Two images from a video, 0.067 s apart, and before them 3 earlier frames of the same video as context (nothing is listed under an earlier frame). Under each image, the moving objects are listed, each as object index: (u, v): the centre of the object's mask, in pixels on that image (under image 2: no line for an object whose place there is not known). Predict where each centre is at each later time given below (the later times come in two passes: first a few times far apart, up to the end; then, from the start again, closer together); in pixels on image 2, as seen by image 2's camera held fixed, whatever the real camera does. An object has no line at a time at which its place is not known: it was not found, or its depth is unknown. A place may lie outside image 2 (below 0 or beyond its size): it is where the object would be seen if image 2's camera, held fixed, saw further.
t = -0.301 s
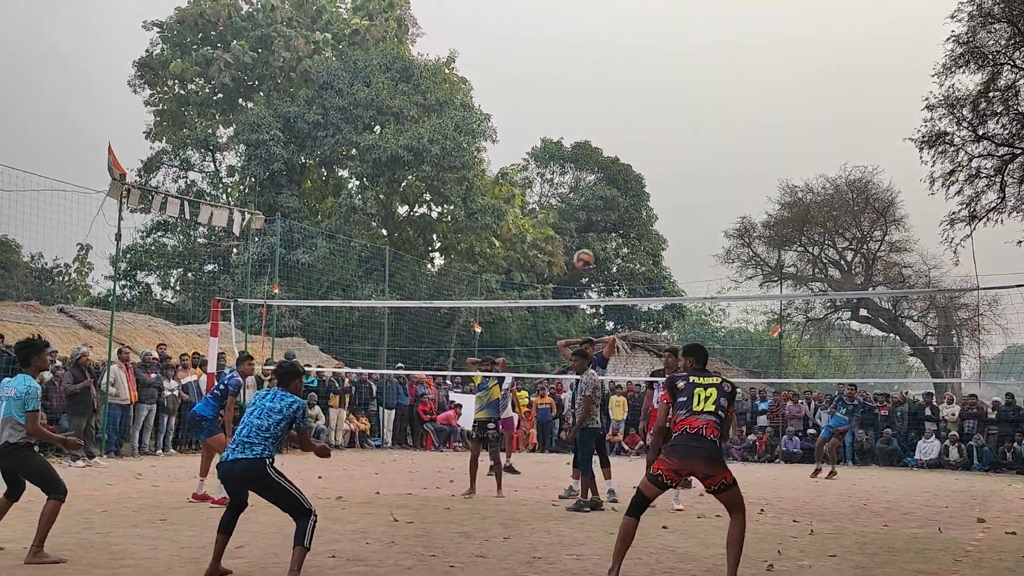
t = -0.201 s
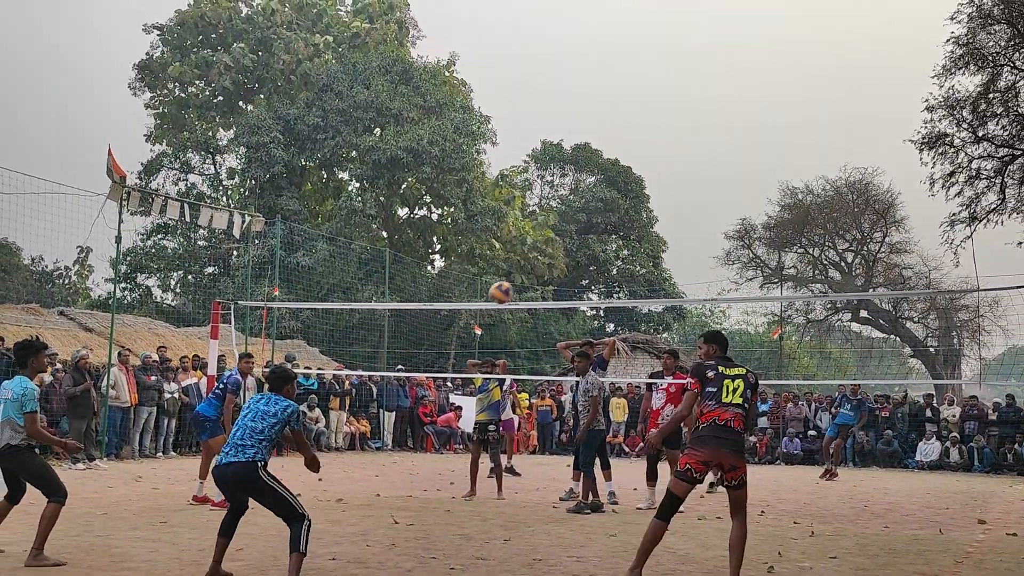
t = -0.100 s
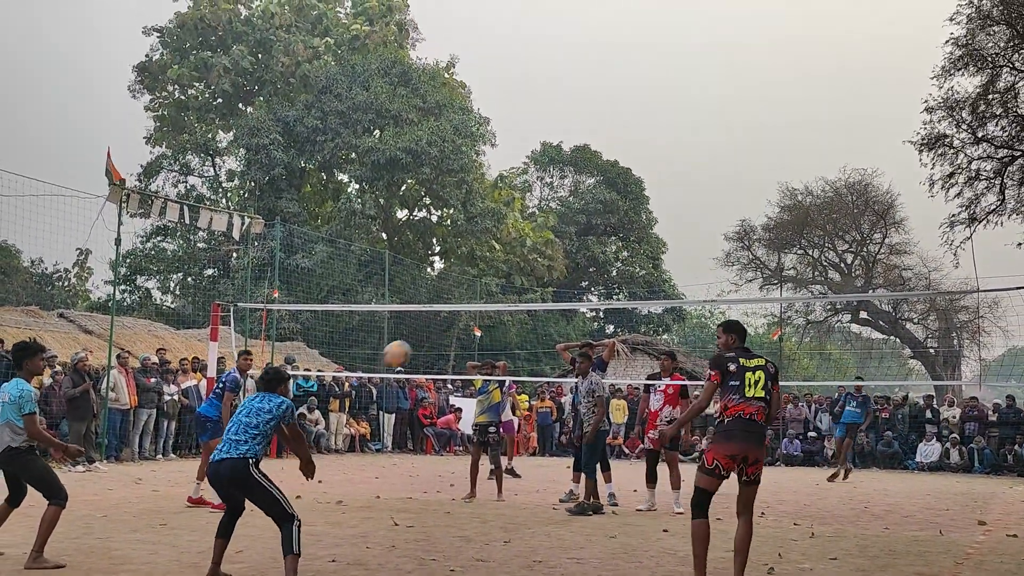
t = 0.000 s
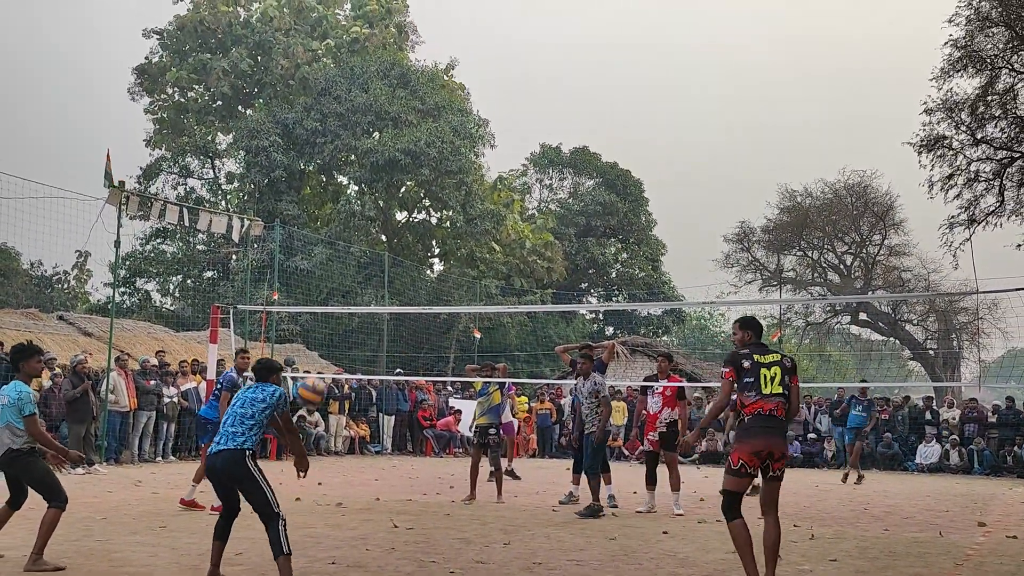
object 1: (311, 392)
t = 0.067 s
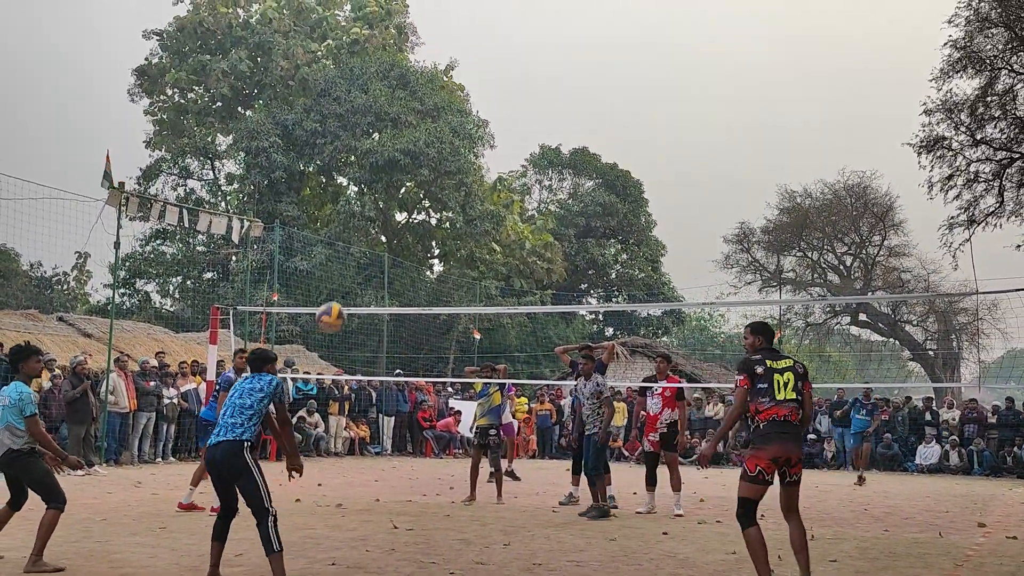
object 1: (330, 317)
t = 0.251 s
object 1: (376, 157)
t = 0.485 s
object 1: (419, 36)
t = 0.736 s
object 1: (454, -12)
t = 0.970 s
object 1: (481, 4)
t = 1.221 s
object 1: (504, 78)
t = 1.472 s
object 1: (526, 202)
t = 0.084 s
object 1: (336, 299)
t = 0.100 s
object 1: (340, 283)
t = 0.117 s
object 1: (345, 266)
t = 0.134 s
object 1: (349, 251)
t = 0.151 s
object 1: (353, 236)
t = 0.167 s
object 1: (357, 222)
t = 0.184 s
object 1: (362, 207)
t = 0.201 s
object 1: (365, 194)
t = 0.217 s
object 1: (370, 182)
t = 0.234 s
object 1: (373, 170)
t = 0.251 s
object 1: (376, 157)
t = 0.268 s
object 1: (379, 146)
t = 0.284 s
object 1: (383, 135)
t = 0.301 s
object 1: (386, 124)
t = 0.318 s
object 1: (389, 114)
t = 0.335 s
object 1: (393, 103)
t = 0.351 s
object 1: (396, 95)
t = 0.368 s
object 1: (399, 86)
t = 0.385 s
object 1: (402, 79)
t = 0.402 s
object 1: (404, 69)
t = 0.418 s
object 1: (407, 63)
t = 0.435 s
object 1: (411, 55)
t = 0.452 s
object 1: (413, 49)
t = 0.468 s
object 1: (416, 42)
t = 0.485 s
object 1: (419, 36)
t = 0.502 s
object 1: (422, 31)
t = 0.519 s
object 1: (424, 25)
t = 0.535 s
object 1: (426, 20)
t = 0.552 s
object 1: (429, 16)
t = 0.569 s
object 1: (431, 11)
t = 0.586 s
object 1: (434, 8)
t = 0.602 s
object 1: (436, 4)
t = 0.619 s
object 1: (438, 1)
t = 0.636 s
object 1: (441, -2)
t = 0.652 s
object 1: (443, -5)
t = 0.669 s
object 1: (445, -7)
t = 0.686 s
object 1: (448, -9)
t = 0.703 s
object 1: (450, -10)
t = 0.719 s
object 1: (452, -11)
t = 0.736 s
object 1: (454, -12)
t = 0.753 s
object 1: (456, -13)
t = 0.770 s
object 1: (458, -13)
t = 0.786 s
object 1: (460, -13)
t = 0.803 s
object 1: (462, -14)
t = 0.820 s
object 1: (464, -13)
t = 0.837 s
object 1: (466, -13)
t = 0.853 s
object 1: (468, -12)
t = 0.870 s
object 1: (470, -10)
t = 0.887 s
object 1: (471, -9)
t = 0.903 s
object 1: (473, -7)
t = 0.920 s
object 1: (475, -5)
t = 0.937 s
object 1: (477, -2)
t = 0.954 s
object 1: (479, 1)
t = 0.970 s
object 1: (481, 4)
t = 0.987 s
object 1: (482, 7)
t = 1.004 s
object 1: (484, 10)
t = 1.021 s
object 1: (485, 14)
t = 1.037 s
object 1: (487, 18)
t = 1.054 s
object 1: (489, 22)
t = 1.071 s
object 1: (490, 27)
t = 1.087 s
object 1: (492, 31)
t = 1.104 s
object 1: (494, 36)
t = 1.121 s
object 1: (495, 42)
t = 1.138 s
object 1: (497, 47)
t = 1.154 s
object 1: (498, 53)
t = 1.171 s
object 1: (500, 58)
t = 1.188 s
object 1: (501, 65)
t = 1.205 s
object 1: (503, 71)
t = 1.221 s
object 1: (504, 78)
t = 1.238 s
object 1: (506, 85)
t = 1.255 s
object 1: (507, 92)
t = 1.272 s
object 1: (509, 99)
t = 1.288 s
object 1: (510, 107)
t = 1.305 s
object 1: (512, 114)
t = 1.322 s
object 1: (513, 122)
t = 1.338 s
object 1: (514, 130)
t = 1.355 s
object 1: (516, 138)
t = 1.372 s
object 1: (517, 147)
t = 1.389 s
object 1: (519, 156)
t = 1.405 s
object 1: (520, 165)
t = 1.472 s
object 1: (526, 202)
